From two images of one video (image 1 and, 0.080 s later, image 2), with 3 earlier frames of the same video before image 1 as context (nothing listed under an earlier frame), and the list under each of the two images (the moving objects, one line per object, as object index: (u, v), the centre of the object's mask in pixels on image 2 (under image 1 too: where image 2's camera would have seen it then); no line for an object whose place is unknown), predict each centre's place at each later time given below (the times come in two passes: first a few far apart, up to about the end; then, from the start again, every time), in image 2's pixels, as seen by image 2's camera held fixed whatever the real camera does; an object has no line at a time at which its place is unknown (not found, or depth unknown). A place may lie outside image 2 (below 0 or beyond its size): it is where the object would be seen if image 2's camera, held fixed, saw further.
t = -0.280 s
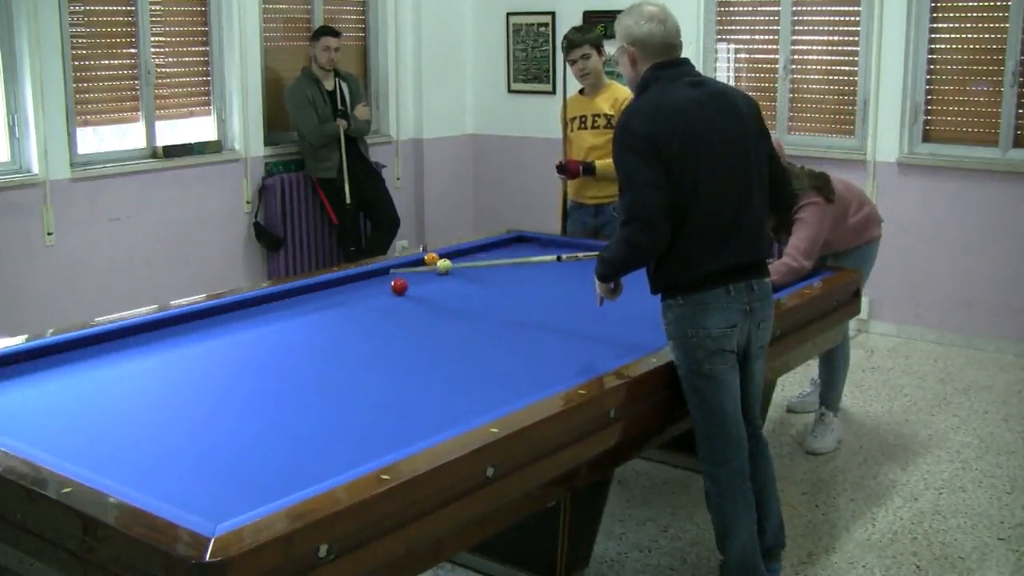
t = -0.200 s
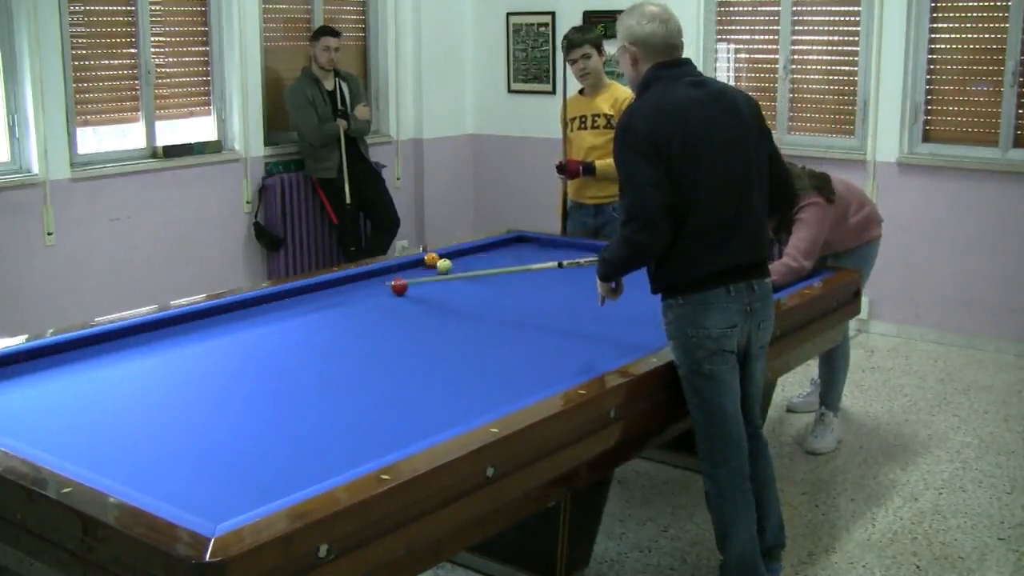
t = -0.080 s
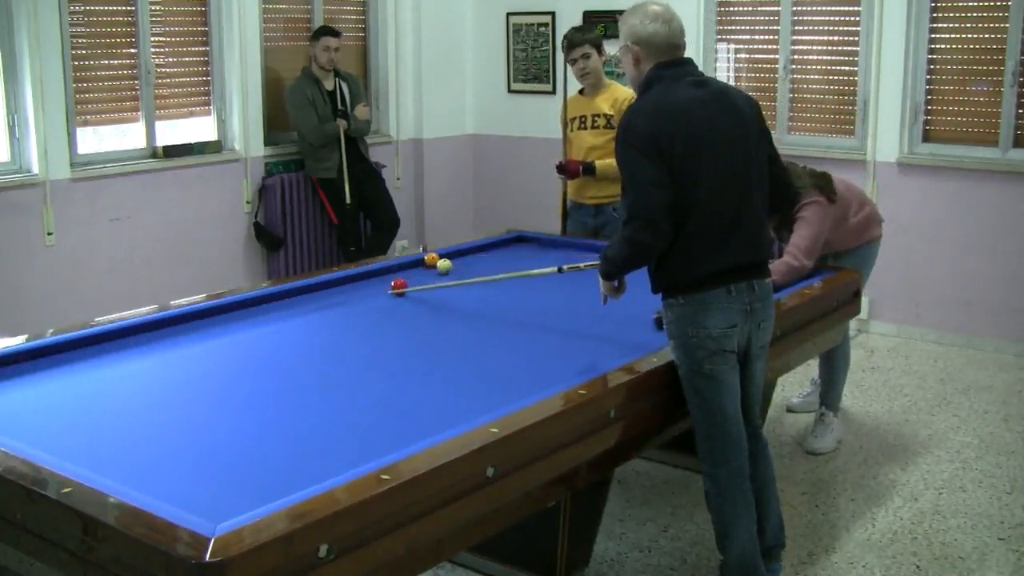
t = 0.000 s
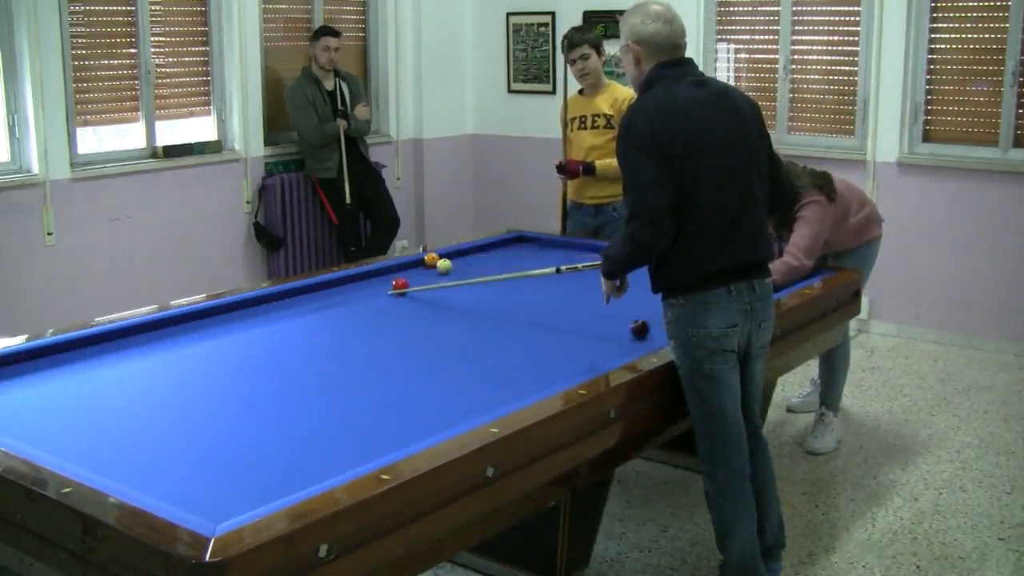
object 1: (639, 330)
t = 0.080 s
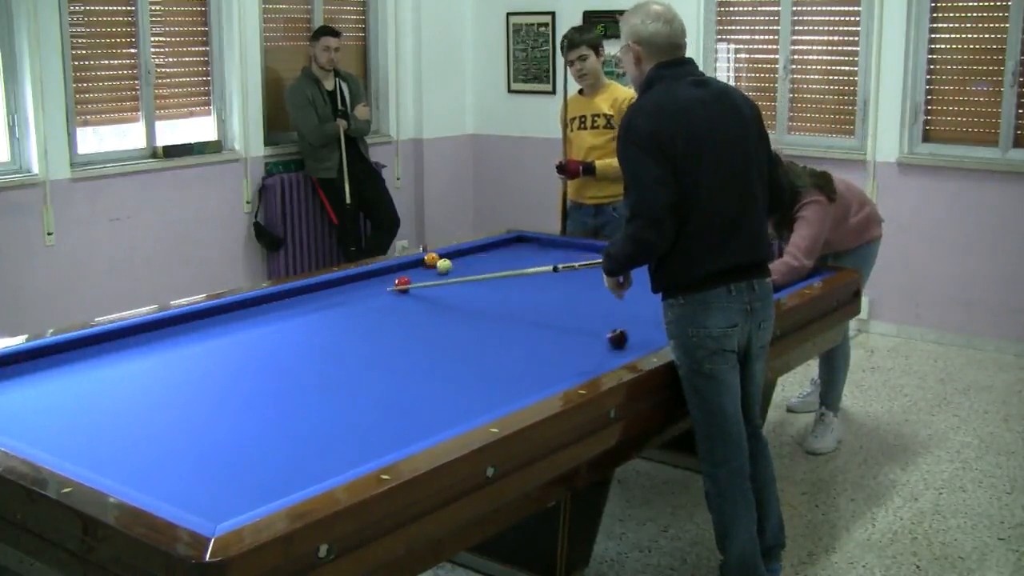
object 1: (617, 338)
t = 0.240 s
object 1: (573, 358)
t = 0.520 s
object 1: (483, 395)
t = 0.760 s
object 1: (389, 435)
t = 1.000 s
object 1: (275, 483)
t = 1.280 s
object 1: (263, 490)
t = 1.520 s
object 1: (335, 463)
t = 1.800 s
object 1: (408, 435)
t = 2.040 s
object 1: (462, 414)
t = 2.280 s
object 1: (511, 395)
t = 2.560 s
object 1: (560, 375)
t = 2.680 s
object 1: (580, 368)
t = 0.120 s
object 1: (606, 343)
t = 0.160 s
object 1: (596, 348)
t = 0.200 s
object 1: (584, 353)
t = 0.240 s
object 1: (573, 358)
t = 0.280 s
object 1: (561, 362)
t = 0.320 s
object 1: (549, 368)
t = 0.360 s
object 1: (537, 373)
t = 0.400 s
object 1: (524, 378)
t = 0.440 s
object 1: (511, 384)
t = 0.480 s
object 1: (497, 390)
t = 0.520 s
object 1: (483, 395)
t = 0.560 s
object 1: (469, 402)
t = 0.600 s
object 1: (454, 408)
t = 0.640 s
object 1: (439, 414)
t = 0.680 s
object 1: (422, 422)
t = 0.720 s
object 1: (406, 428)
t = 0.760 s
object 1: (389, 435)
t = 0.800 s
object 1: (372, 443)
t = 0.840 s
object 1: (354, 450)
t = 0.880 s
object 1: (335, 458)
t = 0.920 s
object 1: (315, 466)
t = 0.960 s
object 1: (296, 474)
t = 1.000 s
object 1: (275, 483)
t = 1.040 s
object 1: (253, 492)
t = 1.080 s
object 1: (231, 500)
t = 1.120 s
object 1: (208, 509)
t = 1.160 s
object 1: (211, 509)
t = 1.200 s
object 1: (231, 502)
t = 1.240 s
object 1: (247, 496)
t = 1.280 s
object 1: (263, 490)
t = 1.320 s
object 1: (277, 485)
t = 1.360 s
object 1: (289, 480)
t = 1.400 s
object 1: (301, 476)
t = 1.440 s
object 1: (312, 471)
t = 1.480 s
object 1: (324, 467)
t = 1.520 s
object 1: (335, 463)
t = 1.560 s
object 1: (346, 458)
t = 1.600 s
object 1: (357, 454)
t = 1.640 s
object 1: (368, 450)
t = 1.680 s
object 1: (378, 446)
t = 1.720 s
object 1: (388, 443)
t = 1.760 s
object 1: (399, 439)
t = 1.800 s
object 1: (408, 435)
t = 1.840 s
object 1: (418, 431)
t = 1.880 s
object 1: (427, 428)
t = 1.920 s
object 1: (436, 424)
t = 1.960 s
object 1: (445, 421)
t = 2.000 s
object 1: (454, 417)
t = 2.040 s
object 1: (462, 414)
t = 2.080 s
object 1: (471, 410)
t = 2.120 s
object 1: (479, 407)
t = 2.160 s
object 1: (487, 404)
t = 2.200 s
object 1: (495, 401)
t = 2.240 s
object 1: (503, 398)
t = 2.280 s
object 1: (511, 395)
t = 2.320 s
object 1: (518, 392)
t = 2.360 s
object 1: (526, 389)
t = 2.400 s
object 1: (533, 386)
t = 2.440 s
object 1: (540, 383)
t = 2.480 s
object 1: (547, 381)
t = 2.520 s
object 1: (554, 378)
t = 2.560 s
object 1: (560, 375)
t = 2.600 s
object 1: (567, 373)
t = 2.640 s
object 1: (573, 370)
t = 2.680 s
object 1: (580, 368)
